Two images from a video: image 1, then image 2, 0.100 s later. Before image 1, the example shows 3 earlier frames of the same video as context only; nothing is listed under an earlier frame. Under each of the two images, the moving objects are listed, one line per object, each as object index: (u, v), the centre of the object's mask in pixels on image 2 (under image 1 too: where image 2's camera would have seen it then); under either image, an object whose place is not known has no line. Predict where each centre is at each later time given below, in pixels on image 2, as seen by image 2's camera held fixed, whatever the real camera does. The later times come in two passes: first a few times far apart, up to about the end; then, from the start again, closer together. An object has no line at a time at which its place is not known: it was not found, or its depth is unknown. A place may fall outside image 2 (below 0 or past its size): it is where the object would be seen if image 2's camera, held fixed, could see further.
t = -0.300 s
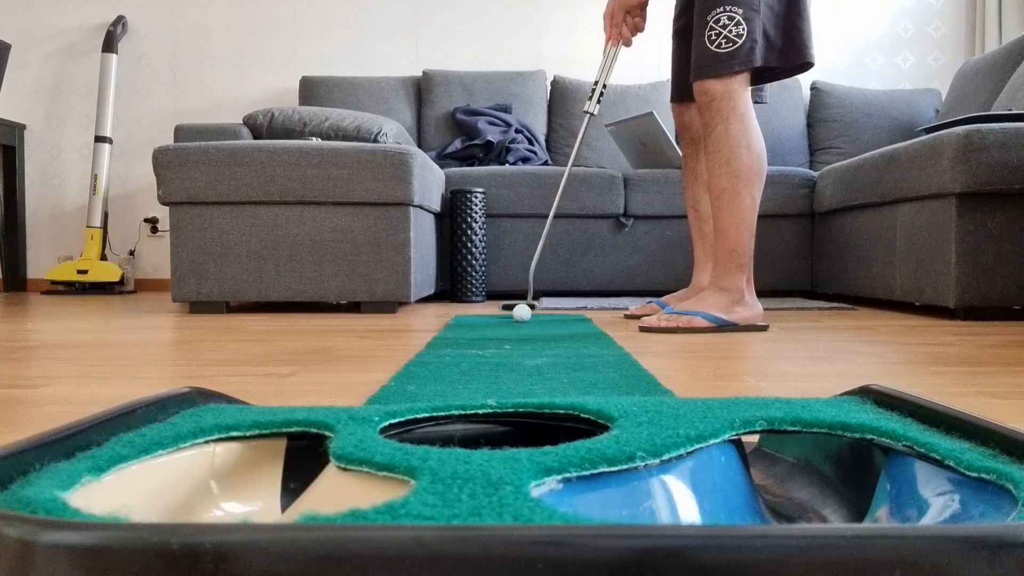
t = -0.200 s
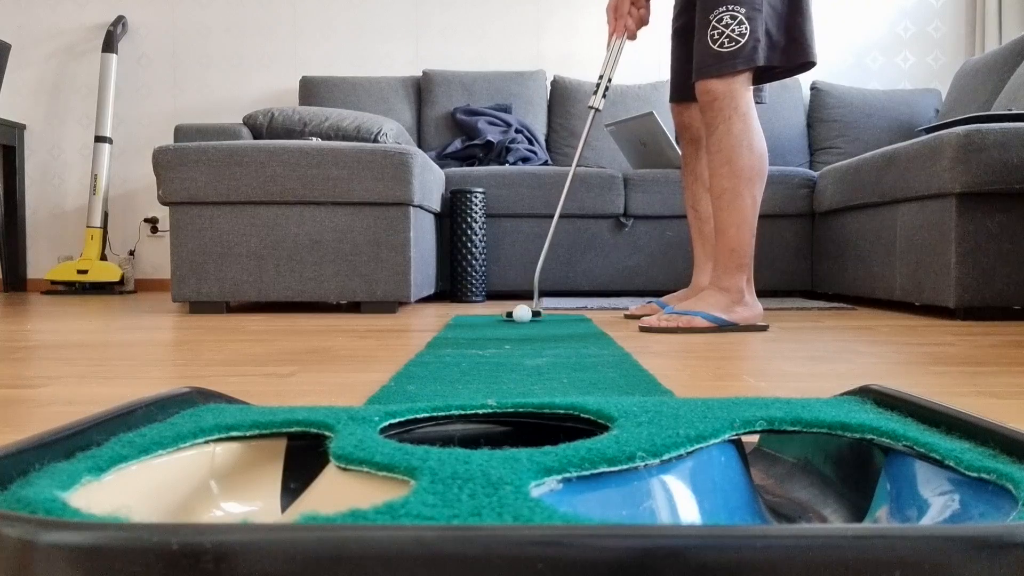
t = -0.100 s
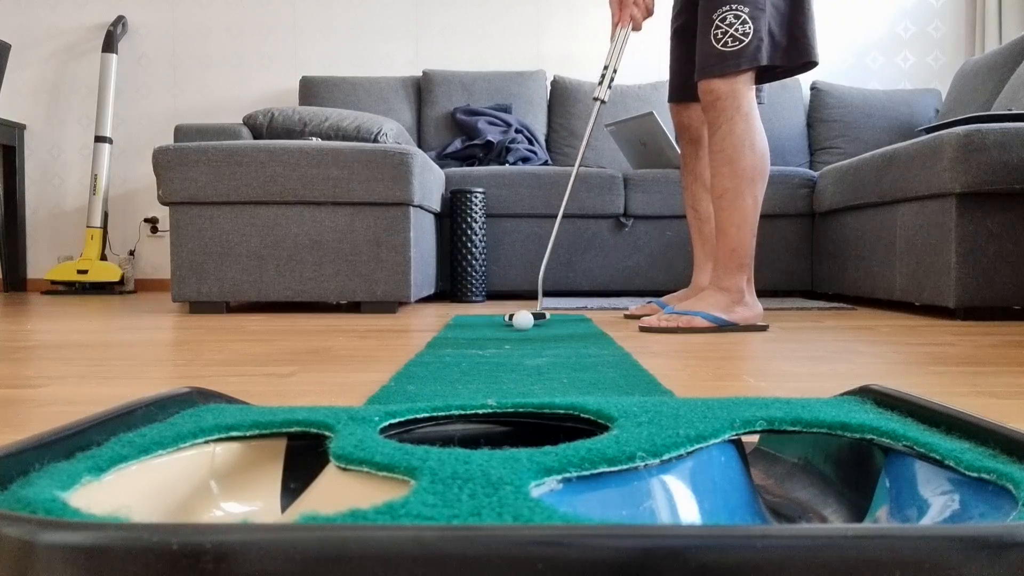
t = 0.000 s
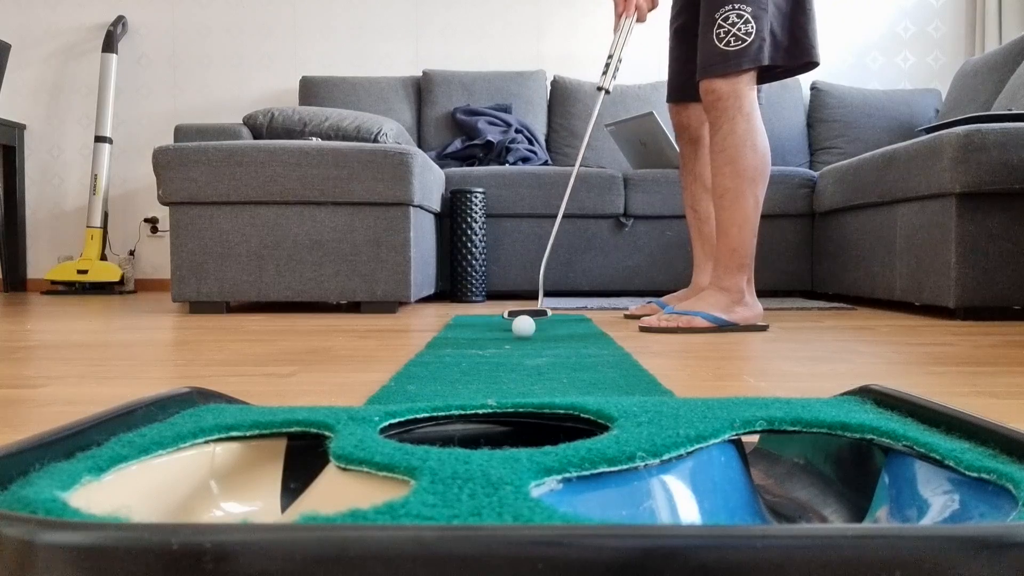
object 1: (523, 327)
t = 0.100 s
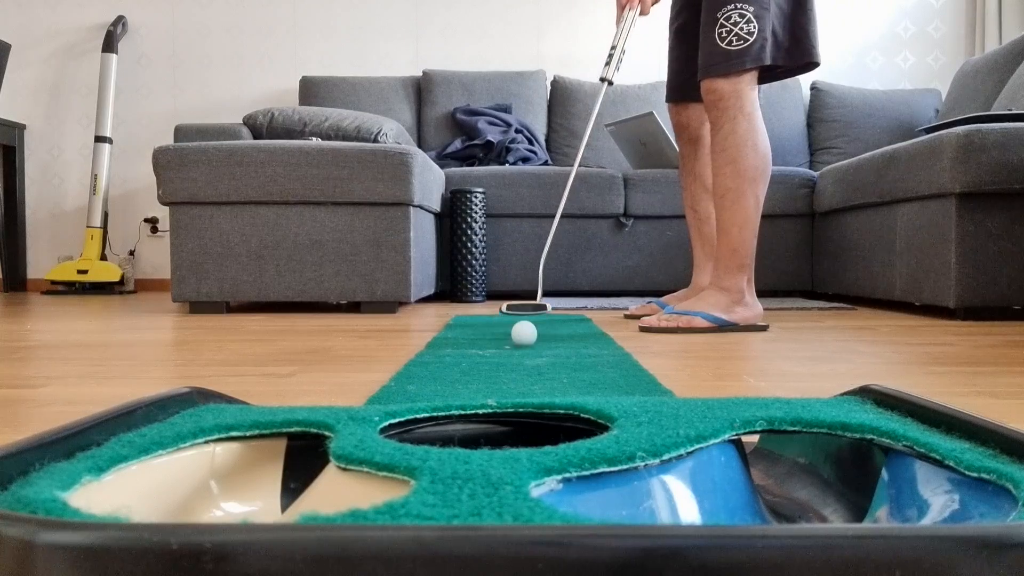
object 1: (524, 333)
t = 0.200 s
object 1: (525, 343)
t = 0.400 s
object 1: (528, 367)
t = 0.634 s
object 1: (536, 392)
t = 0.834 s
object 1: (553, 376)
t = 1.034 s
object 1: (563, 358)
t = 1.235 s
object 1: (554, 371)
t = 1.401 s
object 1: (487, 427)
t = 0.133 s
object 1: (524, 337)
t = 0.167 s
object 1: (524, 339)
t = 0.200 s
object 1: (525, 343)
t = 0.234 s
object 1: (525, 346)
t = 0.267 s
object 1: (526, 348)
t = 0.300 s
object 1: (526, 353)
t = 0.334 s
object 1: (527, 357)
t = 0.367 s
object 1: (527, 361)
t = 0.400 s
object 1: (528, 367)
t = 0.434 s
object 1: (529, 371)
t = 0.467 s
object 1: (530, 376)
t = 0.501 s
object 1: (531, 381)
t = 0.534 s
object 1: (532, 385)
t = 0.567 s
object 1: (533, 387)
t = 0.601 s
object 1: (534, 390)
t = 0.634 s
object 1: (536, 392)
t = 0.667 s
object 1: (539, 389)
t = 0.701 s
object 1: (541, 388)
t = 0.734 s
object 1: (545, 384)
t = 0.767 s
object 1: (547, 381)
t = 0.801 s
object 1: (550, 378)
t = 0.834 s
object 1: (553, 376)
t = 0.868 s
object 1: (556, 373)
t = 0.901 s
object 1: (558, 369)
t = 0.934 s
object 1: (561, 365)
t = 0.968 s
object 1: (562, 361)
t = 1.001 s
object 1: (563, 359)
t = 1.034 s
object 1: (563, 358)
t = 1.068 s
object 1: (564, 358)
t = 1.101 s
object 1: (564, 358)
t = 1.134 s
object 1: (564, 359)
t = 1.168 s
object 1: (562, 361)
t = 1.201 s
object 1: (560, 364)
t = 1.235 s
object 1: (554, 371)
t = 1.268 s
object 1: (545, 392)
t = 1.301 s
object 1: (536, 412)
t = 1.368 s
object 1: (500, 428)
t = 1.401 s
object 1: (487, 427)
